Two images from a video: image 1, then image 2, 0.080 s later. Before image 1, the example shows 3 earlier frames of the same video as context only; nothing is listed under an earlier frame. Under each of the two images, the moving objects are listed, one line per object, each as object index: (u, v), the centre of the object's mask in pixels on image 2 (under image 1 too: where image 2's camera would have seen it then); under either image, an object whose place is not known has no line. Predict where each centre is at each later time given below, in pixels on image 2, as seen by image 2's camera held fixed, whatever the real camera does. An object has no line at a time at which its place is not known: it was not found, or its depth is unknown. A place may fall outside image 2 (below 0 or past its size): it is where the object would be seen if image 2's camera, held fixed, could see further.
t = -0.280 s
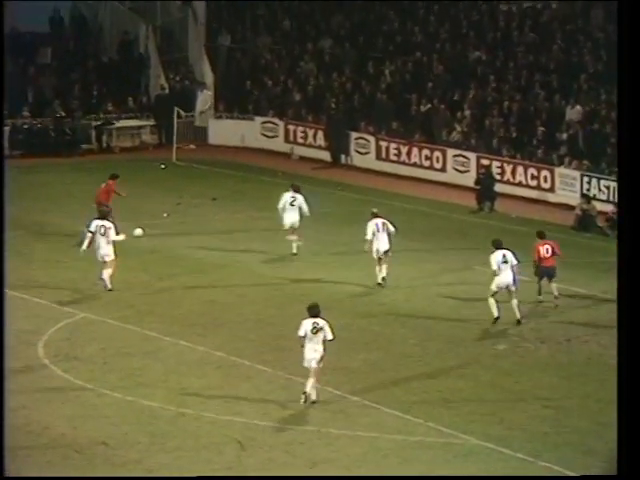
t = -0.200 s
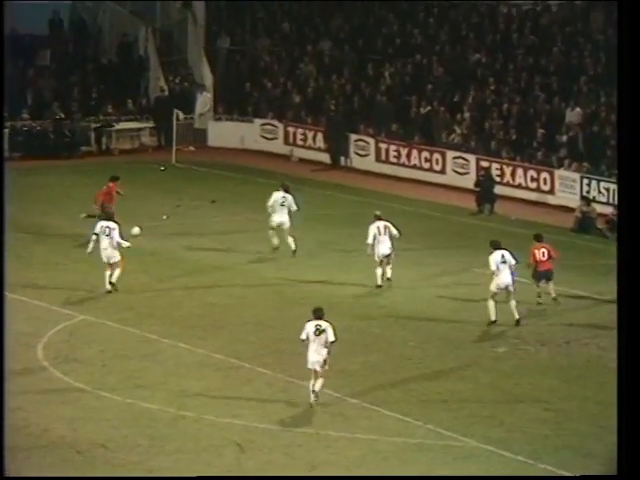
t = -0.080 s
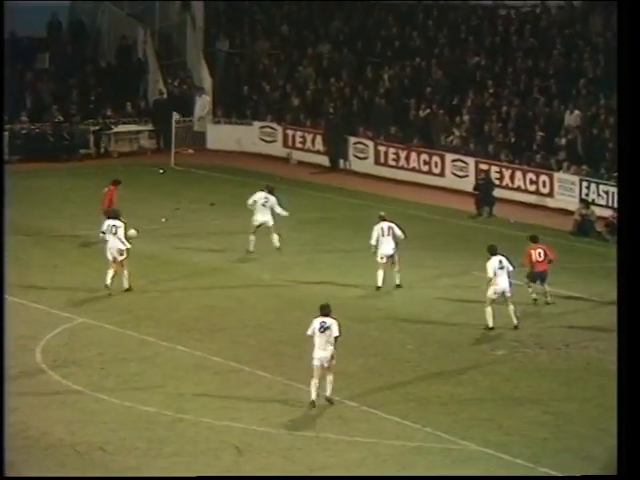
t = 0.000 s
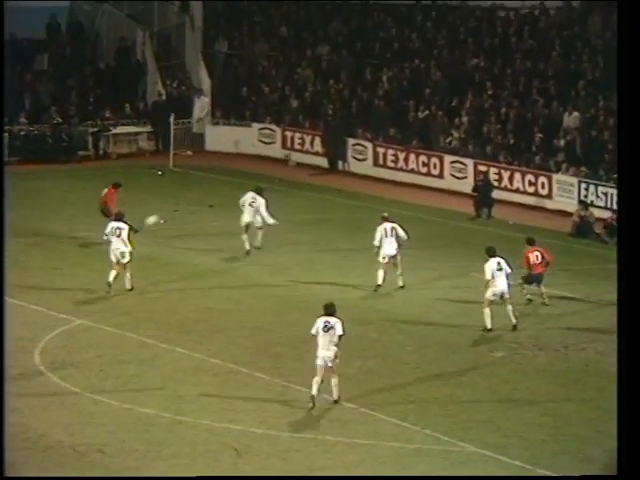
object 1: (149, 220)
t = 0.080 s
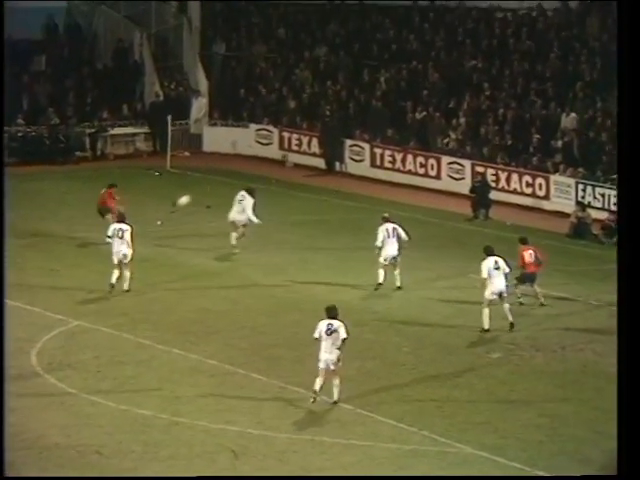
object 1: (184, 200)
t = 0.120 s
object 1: (200, 191)
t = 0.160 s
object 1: (217, 183)
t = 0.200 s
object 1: (233, 174)
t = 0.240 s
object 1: (248, 166)
